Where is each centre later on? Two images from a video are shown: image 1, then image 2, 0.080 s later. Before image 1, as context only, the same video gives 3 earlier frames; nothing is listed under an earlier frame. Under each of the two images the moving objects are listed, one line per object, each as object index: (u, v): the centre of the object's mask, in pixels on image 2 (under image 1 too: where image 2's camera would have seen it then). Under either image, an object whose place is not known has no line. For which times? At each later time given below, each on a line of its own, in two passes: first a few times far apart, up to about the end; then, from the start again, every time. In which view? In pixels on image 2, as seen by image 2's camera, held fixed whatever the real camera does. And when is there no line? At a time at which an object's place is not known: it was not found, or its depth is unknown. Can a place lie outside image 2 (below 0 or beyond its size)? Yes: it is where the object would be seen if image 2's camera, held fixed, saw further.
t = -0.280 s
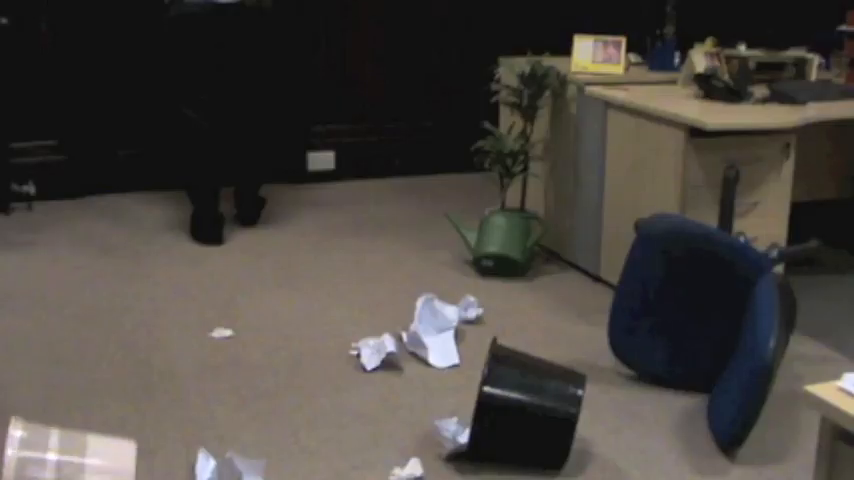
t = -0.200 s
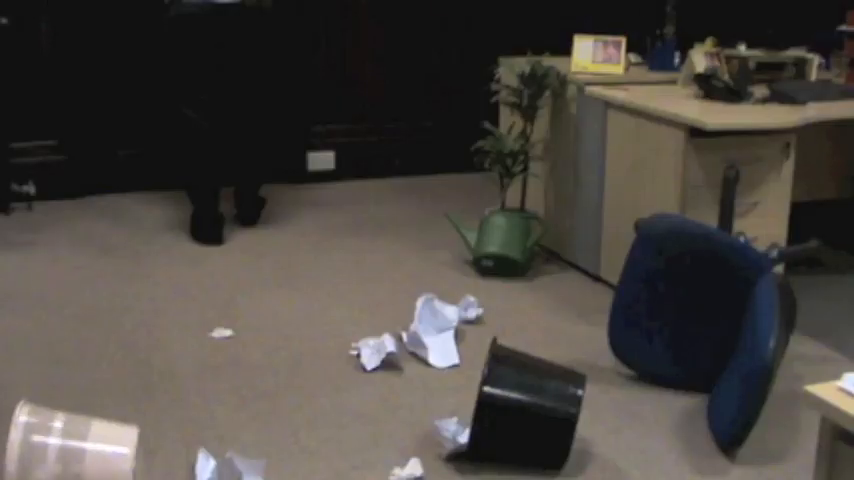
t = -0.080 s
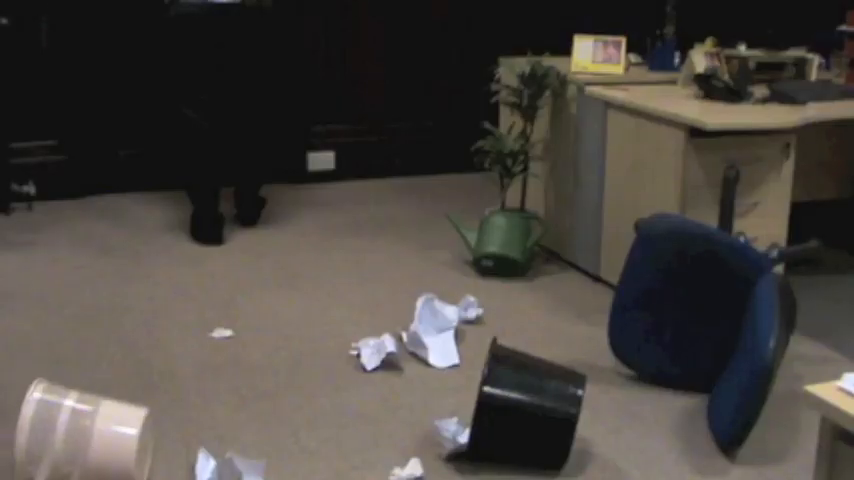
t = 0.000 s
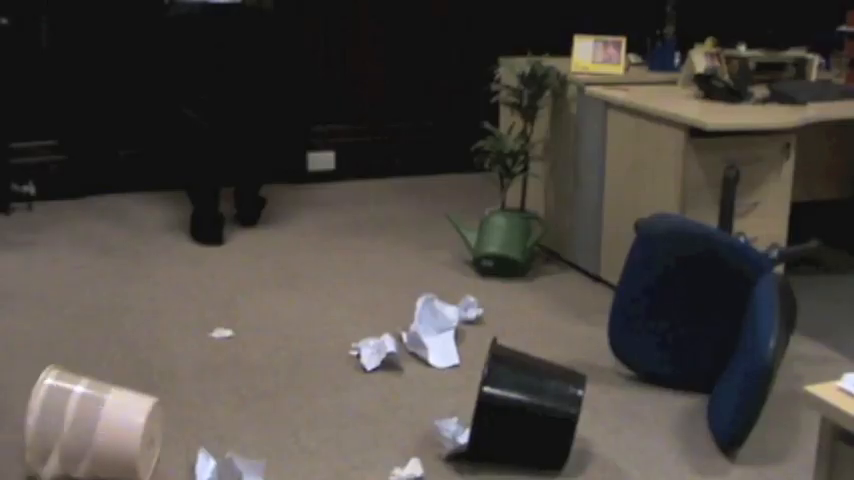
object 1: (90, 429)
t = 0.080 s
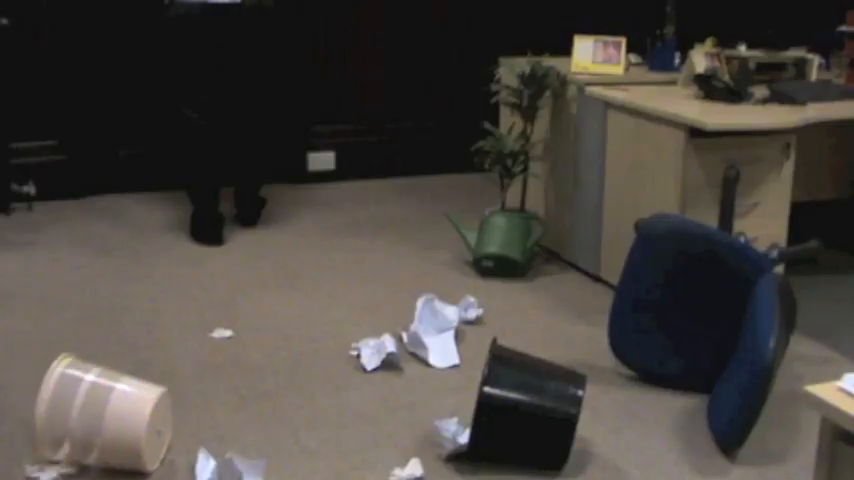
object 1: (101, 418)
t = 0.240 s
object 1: (126, 396)
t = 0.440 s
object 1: (161, 374)
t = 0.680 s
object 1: (205, 354)
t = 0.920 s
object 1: (251, 339)
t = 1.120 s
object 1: (289, 330)
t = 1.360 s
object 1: (333, 323)
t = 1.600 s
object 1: (351, 320)
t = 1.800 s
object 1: (338, 322)
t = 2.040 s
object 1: (326, 323)
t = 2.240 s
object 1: (321, 324)
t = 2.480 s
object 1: (319, 324)
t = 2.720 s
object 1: (321, 325)
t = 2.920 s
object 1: (324, 325)
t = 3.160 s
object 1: (328, 324)
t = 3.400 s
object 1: (335, 324)
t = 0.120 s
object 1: (107, 412)
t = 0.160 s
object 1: (114, 406)
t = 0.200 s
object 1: (119, 401)
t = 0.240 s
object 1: (126, 396)
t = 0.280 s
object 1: (132, 392)
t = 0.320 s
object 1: (140, 387)
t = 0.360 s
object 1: (146, 382)
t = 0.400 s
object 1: (154, 378)
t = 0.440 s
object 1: (161, 374)
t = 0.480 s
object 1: (168, 370)
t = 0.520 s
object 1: (175, 366)
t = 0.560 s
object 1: (184, 363)
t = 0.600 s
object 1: (191, 360)
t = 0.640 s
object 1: (198, 357)
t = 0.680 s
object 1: (205, 354)
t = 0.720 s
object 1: (213, 351)
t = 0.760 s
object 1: (221, 349)
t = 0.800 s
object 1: (229, 346)
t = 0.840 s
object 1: (236, 343)
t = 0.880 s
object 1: (243, 341)
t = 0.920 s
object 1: (251, 339)
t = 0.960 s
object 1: (259, 337)
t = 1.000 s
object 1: (266, 335)
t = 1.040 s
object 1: (274, 333)
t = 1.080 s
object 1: (282, 332)
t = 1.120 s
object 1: (289, 330)
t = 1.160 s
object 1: (296, 328)
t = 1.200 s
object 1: (304, 327)
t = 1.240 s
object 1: (311, 326)
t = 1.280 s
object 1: (318, 324)
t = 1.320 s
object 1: (326, 323)
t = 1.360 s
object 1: (333, 323)
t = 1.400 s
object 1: (340, 322)
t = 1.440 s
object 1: (346, 320)
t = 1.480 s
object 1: (349, 319)
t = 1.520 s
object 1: (351, 319)
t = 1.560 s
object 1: (351, 318)
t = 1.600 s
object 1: (351, 320)
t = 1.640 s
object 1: (349, 320)
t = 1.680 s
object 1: (346, 321)
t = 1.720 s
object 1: (343, 322)
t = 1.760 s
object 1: (341, 322)
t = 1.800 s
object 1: (338, 322)
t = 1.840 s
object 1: (335, 322)
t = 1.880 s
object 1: (333, 322)
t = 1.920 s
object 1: (331, 323)
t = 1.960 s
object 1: (329, 323)
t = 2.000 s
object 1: (328, 323)
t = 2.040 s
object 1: (326, 323)
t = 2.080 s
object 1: (325, 324)
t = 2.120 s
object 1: (324, 324)
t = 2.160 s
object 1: (323, 324)
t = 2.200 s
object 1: (322, 324)
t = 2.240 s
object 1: (321, 324)
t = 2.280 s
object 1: (320, 324)
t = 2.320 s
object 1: (320, 324)
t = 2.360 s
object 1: (320, 324)
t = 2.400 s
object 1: (320, 324)
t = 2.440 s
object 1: (319, 324)
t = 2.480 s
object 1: (319, 324)
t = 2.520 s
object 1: (320, 324)
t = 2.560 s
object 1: (319, 325)
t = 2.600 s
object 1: (320, 324)
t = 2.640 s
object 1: (320, 325)
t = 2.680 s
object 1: (320, 324)
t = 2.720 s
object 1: (321, 325)
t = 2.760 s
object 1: (321, 325)
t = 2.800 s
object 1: (322, 325)
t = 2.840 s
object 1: (322, 325)
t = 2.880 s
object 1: (323, 325)
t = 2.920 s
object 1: (324, 325)
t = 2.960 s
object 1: (324, 325)
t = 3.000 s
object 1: (325, 325)
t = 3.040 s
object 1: (326, 325)
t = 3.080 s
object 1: (326, 325)
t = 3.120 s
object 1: (327, 325)
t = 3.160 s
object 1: (328, 324)
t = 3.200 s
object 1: (329, 325)
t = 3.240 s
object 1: (330, 325)
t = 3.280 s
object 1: (331, 325)
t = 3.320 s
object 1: (332, 324)
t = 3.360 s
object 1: (334, 325)
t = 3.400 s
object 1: (335, 324)
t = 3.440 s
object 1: (336, 324)
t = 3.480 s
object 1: (337, 324)
